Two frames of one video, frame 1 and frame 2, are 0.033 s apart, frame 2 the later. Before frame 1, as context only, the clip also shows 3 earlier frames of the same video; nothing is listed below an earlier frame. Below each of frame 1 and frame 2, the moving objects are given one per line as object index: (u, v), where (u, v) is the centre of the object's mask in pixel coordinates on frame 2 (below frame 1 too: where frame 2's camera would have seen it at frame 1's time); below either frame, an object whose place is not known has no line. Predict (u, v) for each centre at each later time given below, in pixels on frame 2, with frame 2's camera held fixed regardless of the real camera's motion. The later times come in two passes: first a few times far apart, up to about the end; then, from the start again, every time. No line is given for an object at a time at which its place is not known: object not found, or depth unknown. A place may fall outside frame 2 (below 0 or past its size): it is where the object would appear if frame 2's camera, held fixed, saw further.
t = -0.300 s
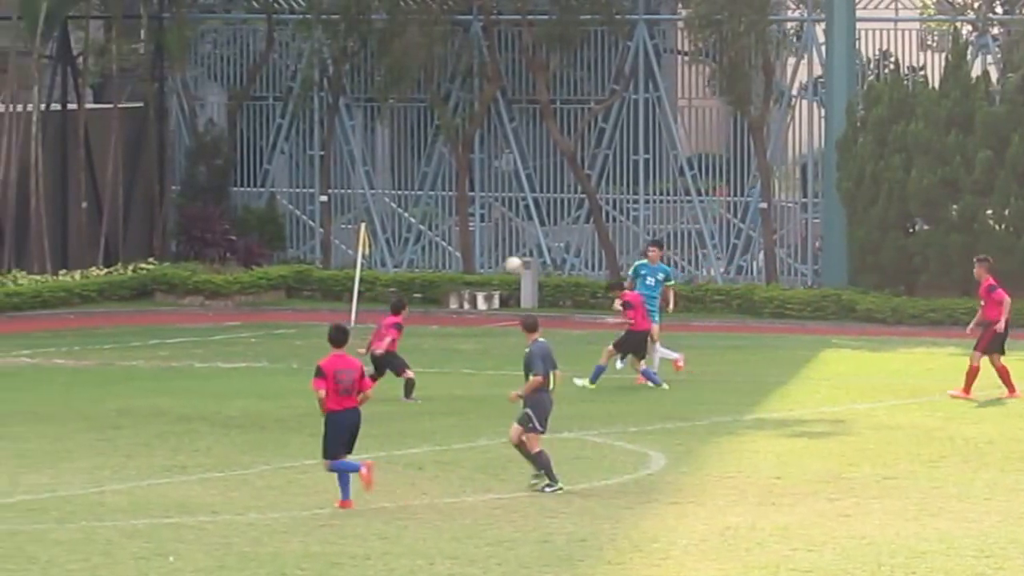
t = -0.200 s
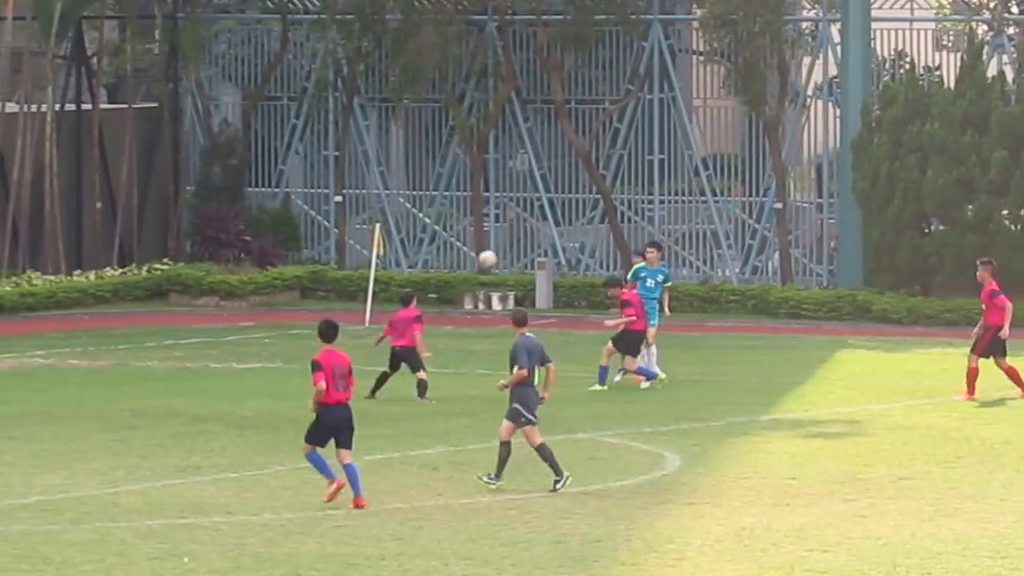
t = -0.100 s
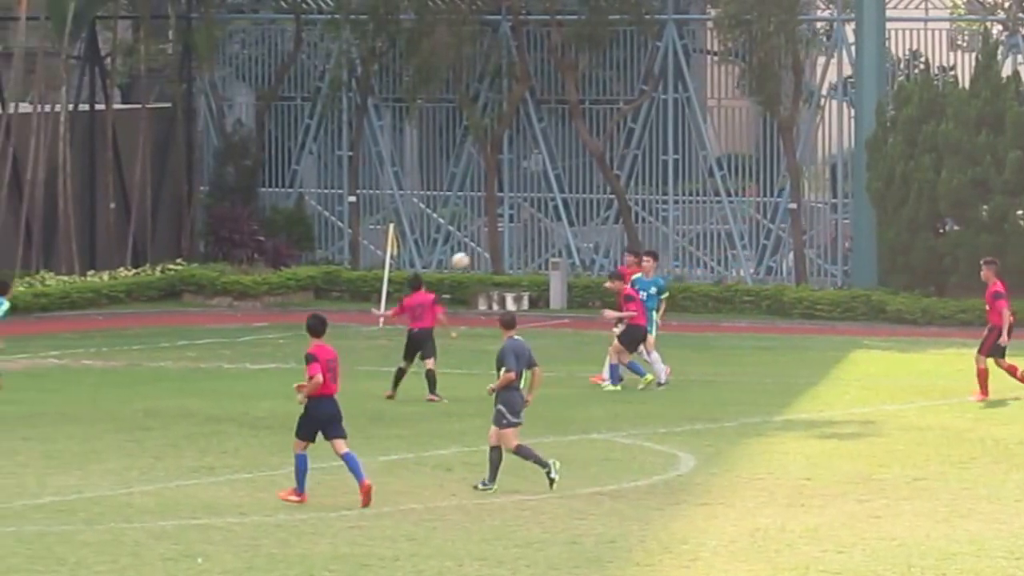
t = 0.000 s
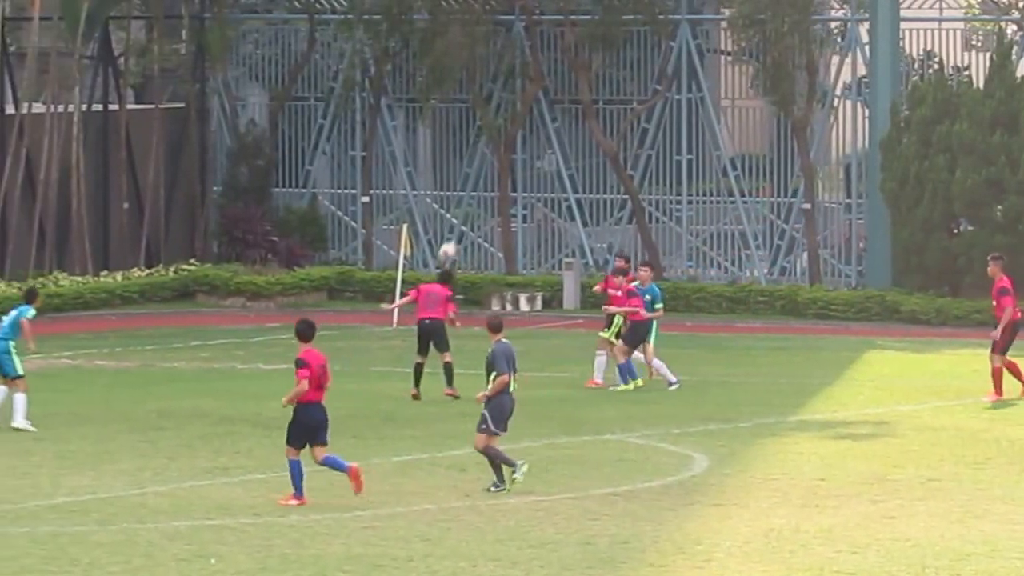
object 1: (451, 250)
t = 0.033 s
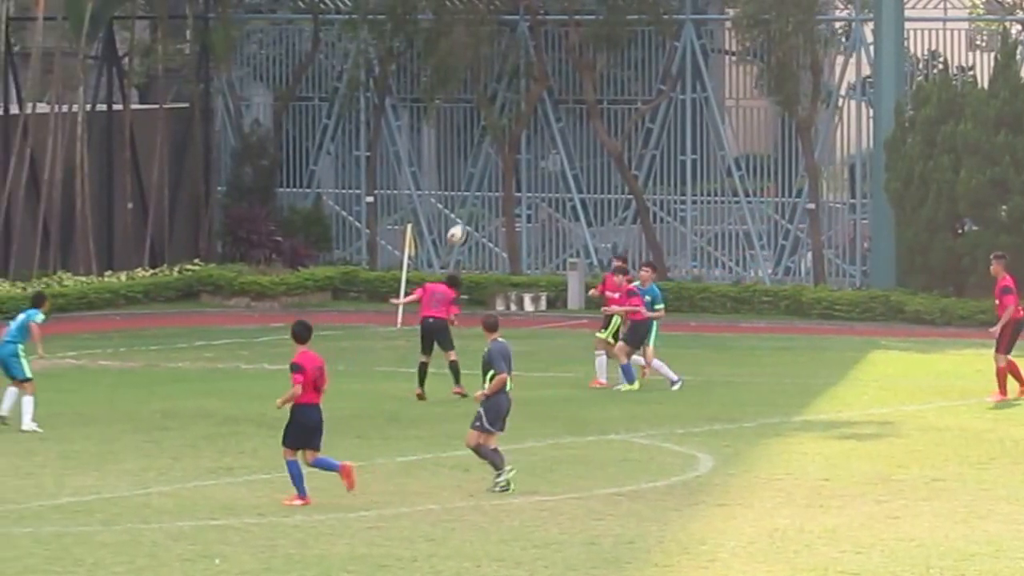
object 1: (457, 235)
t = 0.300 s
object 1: (485, 135)
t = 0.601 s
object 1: (516, 94)
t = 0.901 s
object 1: (546, 127)
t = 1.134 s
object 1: (569, 202)
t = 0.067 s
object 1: (460, 219)
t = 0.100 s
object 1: (463, 203)
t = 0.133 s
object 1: (466, 190)
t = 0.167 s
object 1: (471, 177)
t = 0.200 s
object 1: (474, 165)
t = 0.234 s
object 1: (478, 154)
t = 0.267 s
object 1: (481, 143)
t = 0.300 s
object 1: (485, 135)
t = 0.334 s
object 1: (488, 127)
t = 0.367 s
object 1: (492, 119)
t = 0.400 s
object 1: (496, 113)
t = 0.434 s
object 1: (499, 107)
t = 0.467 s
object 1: (502, 104)
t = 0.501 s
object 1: (506, 100)
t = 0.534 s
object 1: (509, 97)
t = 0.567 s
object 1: (512, 95)
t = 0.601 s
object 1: (516, 94)
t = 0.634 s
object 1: (519, 94)
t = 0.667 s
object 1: (523, 95)
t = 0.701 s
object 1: (526, 97)
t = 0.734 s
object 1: (530, 100)
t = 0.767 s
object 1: (533, 104)
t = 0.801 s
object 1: (536, 108)
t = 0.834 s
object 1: (540, 113)
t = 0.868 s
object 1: (543, 119)
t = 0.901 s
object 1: (546, 127)
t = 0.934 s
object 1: (550, 135)
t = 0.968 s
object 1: (553, 143)
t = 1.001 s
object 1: (556, 154)
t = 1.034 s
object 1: (559, 164)
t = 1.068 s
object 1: (563, 176)
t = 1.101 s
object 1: (567, 189)
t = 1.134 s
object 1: (569, 202)
